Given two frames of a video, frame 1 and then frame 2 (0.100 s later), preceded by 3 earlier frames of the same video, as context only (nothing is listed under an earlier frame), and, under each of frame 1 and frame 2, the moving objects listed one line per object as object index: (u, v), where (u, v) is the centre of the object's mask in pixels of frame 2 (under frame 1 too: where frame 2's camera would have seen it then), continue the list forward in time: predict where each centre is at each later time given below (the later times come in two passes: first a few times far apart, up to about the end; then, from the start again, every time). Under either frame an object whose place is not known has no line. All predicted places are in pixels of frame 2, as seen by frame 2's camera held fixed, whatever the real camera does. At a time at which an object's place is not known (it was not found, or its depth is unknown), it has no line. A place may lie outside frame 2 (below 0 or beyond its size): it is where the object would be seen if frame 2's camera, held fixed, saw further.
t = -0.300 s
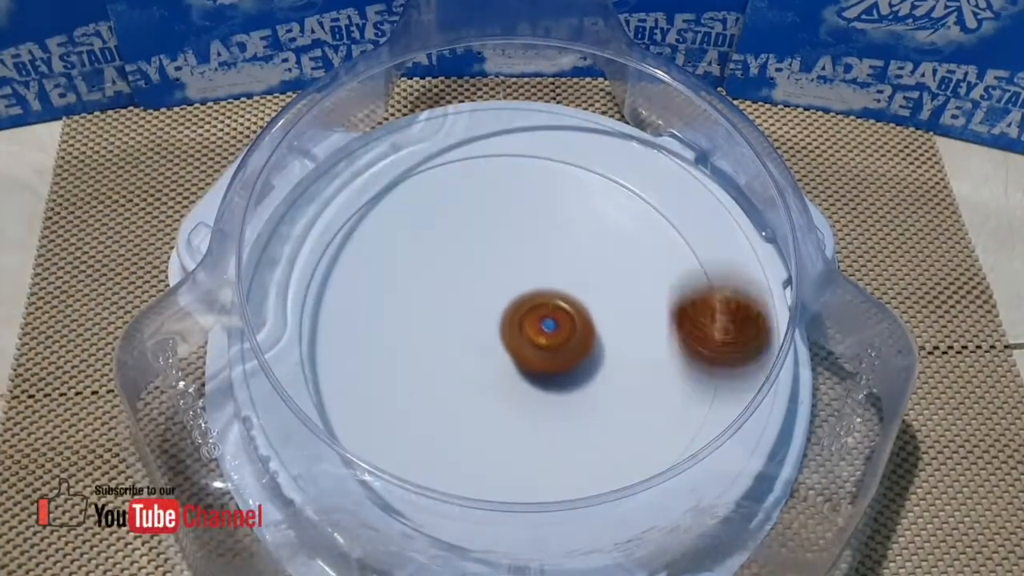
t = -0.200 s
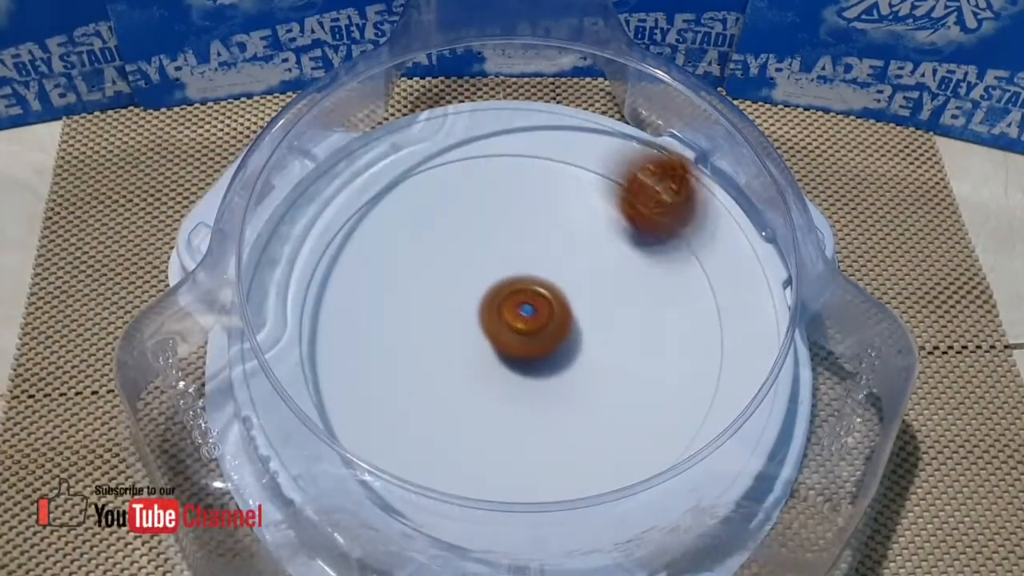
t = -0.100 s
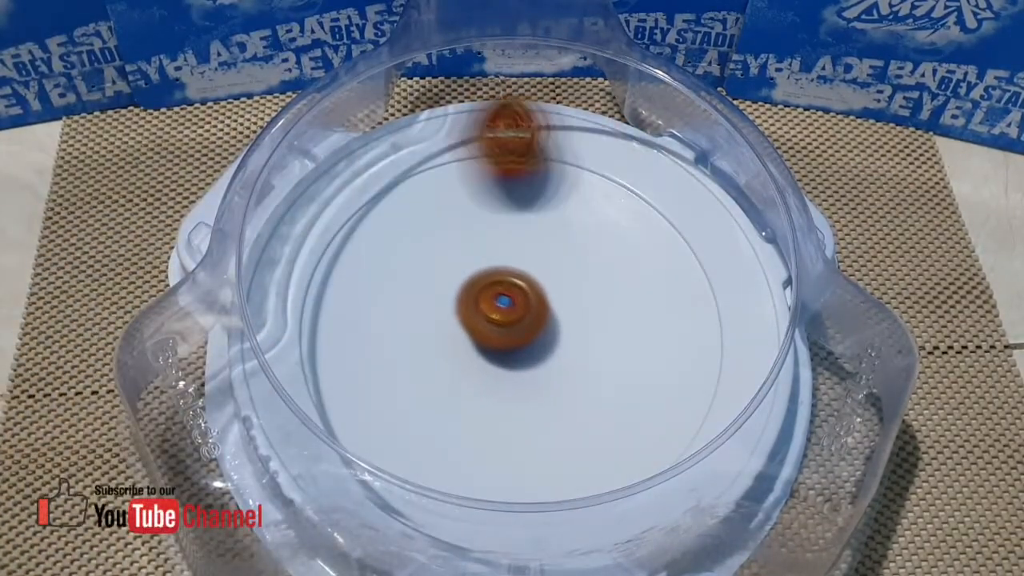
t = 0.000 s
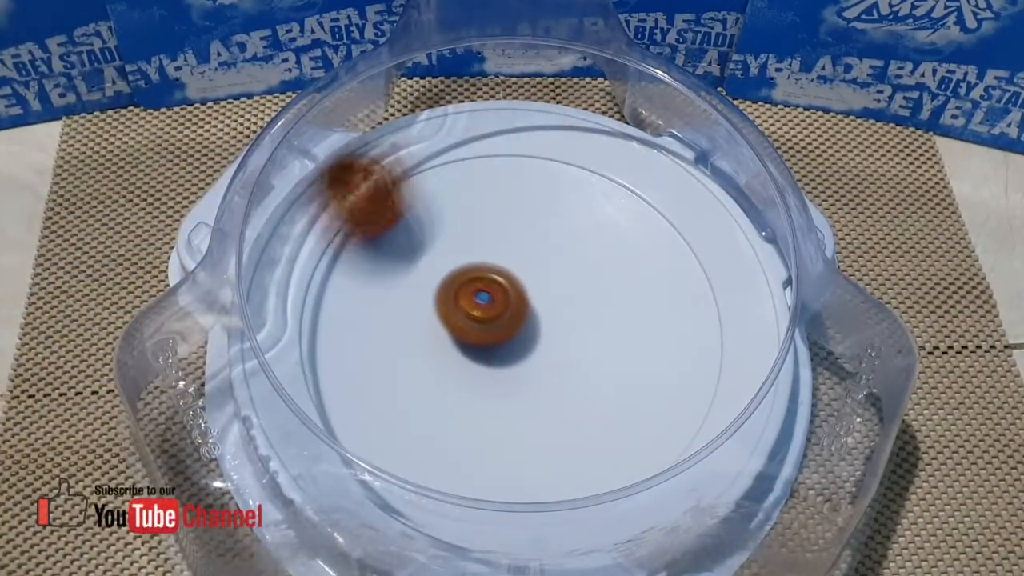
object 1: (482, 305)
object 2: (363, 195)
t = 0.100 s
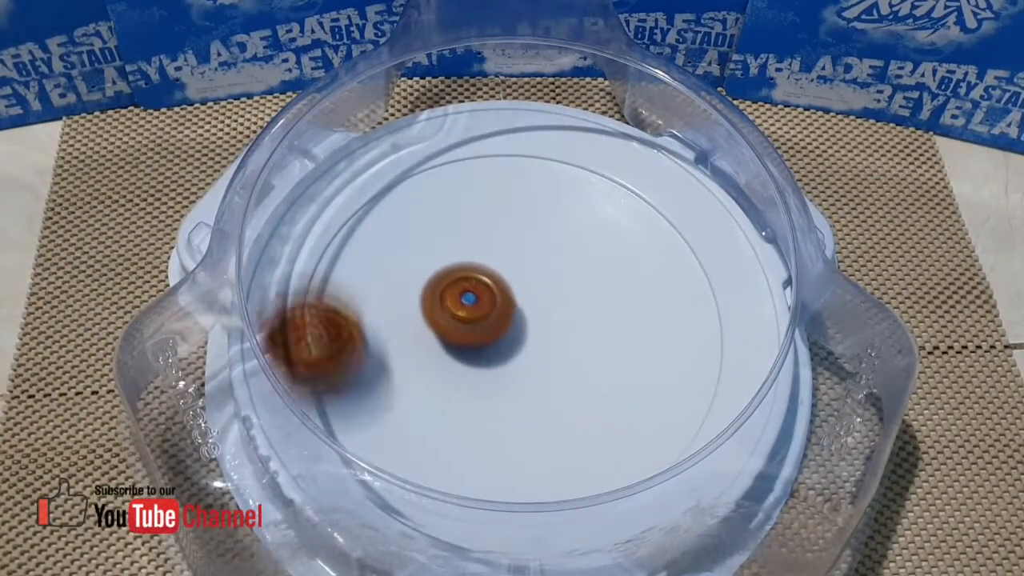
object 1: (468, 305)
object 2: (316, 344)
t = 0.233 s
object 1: (458, 307)
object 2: (491, 494)
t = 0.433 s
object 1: (459, 321)
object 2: (719, 311)
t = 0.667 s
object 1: (477, 315)
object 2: (452, 148)
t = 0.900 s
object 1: (494, 296)
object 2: (366, 422)
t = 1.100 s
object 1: (496, 288)
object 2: (675, 418)
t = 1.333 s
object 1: (506, 286)
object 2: (588, 155)
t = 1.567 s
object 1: (518, 287)
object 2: (313, 285)
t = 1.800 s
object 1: (529, 293)
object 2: (577, 486)
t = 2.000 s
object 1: (540, 301)
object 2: (707, 263)
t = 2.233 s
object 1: (545, 305)
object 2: (430, 153)
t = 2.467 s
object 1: (542, 316)
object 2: (362, 417)
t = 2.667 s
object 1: (538, 327)
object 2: (653, 438)
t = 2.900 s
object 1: (534, 337)
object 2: (641, 183)
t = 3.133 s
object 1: (524, 341)
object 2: (351, 204)
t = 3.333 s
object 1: (511, 341)
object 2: (380, 448)
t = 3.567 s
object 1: (498, 339)
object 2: (694, 399)
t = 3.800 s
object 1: (492, 333)
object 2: (604, 159)
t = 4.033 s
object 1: (488, 323)
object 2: (337, 219)
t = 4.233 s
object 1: (488, 314)
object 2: (389, 455)
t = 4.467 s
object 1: (494, 304)
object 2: (691, 403)
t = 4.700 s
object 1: (502, 294)
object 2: (627, 171)
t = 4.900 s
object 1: (508, 291)
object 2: (393, 168)
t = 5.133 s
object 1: (518, 292)
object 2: (351, 406)
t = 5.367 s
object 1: (529, 299)
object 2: (635, 466)
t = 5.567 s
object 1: (538, 304)
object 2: (709, 265)
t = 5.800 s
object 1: (541, 310)
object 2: (495, 138)
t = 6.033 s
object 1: (537, 318)
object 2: (310, 287)
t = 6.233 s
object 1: (530, 327)
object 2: (420, 473)
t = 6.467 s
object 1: (523, 336)
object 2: (683, 412)
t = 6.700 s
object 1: (514, 337)
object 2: (665, 207)
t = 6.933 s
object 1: (505, 334)
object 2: (437, 157)
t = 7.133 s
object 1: (498, 329)
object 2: (314, 304)
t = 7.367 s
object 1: (493, 321)
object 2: (488, 480)
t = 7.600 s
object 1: (495, 313)
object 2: (702, 366)
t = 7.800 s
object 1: (500, 305)
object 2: (652, 196)
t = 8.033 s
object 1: (509, 297)
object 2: (403, 174)
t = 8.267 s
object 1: (523, 300)
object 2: (568, 475)
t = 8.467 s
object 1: (537, 313)
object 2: (633, 187)
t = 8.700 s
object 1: (525, 323)
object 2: (332, 359)
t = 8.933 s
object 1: (508, 334)
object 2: (699, 328)
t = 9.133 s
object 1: (502, 322)
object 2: (431, 169)
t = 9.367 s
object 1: (502, 307)
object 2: (529, 466)
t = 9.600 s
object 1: (517, 302)
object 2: (600, 179)
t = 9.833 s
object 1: (530, 309)
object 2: (352, 385)
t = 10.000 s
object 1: (530, 316)
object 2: (638, 432)
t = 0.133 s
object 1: (464, 304)
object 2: (341, 393)
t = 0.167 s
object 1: (461, 305)
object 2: (381, 433)
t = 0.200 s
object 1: (459, 306)
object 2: (426, 477)
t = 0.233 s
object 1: (458, 307)
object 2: (491, 494)
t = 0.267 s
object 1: (456, 308)
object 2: (553, 493)
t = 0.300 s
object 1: (456, 310)
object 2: (611, 476)
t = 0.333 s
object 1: (455, 313)
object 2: (655, 438)
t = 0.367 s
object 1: (456, 316)
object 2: (694, 402)
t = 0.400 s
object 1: (457, 319)
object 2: (716, 359)
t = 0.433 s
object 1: (459, 321)
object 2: (719, 311)
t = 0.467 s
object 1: (461, 321)
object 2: (706, 264)
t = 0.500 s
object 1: (464, 322)
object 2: (682, 223)
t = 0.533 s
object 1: (466, 321)
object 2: (646, 188)
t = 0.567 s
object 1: (469, 320)
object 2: (603, 162)
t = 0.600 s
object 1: (472, 318)
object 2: (556, 147)
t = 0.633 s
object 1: (475, 317)
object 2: (503, 141)
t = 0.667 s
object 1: (477, 315)
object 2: (452, 148)
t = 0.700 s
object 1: (480, 313)
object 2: (402, 166)
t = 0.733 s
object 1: (482, 311)
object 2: (360, 195)
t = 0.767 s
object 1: (484, 308)
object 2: (330, 234)
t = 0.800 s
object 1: (487, 305)
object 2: (312, 284)
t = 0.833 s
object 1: (490, 302)
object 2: (311, 335)
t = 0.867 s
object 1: (492, 299)
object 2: (331, 382)
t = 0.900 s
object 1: (494, 296)
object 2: (366, 422)
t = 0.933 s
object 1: (495, 294)
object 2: (410, 470)
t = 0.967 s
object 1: (496, 292)
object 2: (467, 490)
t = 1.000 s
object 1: (495, 290)
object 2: (529, 494)
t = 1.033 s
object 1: (496, 289)
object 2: (588, 482)
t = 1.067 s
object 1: (495, 288)
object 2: (634, 449)
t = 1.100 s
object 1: (496, 288)
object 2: (675, 418)
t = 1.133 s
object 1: (496, 287)
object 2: (706, 381)
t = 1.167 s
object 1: (497, 287)
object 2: (718, 336)
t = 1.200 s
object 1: (498, 287)
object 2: (714, 290)
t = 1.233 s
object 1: (500, 286)
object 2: (697, 246)
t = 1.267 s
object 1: (502, 286)
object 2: (669, 208)
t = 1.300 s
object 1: (503, 286)
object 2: (631, 176)
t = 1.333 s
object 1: (506, 286)
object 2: (588, 155)
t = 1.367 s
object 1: (508, 286)
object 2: (539, 141)
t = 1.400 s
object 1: (510, 285)
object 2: (490, 137)
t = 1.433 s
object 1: (511, 285)
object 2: (440, 146)
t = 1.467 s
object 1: (513, 285)
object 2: (394, 168)
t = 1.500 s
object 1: (515, 286)
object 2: (356, 197)
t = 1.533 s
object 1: (517, 286)
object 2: (327, 237)
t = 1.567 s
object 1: (518, 287)
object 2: (313, 285)
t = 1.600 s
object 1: (520, 287)
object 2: (312, 334)
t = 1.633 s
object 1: (521, 287)
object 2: (330, 381)
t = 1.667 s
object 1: (523, 288)
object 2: (364, 418)
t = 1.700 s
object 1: (524, 289)
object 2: (403, 462)
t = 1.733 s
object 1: (525, 290)
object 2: (461, 486)
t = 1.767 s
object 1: (527, 292)
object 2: (520, 493)
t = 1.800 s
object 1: (529, 293)
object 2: (577, 486)
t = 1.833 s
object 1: (531, 295)
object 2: (623, 454)
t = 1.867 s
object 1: (533, 296)
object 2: (668, 426)
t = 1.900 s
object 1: (535, 298)
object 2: (701, 391)
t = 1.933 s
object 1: (536, 299)
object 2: (718, 349)
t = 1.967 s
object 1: (538, 300)
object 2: (719, 305)
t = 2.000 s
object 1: (540, 301)
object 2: (707, 263)
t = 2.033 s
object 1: (541, 301)
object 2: (684, 224)
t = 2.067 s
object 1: (542, 301)
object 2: (654, 191)
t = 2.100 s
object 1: (543, 301)
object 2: (615, 163)
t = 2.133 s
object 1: (545, 302)
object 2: (571, 146)
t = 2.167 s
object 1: (545, 303)
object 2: (524, 138)
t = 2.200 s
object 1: (545, 304)
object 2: (475, 140)
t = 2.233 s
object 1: (545, 305)
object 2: (430, 153)
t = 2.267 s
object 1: (545, 306)
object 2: (386, 175)
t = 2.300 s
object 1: (544, 308)
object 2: (352, 207)
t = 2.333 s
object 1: (544, 309)
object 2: (326, 245)
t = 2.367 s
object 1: (544, 311)
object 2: (313, 290)
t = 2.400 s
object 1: (543, 312)
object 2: (314, 339)
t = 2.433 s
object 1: (543, 314)
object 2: (333, 383)
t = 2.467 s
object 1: (542, 316)
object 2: (362, 417)
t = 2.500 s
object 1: (542, 318)
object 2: (402, 462)
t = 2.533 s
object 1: (541, 320)
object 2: (454, 484)
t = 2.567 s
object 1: (540, 322)
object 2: (507, 495)
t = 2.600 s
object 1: (539, 324)
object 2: (564, 492)
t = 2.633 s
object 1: (539, 326)
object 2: (617, 474)
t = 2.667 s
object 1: (538, 327)
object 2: (653, 438)
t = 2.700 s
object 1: (537, 329)
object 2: (688, 407)
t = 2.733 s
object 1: (537, 330)
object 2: (714, 371)
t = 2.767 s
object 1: (536, 332)
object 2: (722, 329)
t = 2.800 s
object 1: (536, 333)
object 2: (716, 285)
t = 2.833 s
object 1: (535, 335)
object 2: (700, 246)
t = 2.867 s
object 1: (534, 335)
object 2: (674, 212)
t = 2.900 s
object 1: (534, 337)
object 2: (641, 183)
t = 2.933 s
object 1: (532, 337)
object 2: (602, 160)
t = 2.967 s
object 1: (532, 338)
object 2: (558, 145)
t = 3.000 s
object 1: (530, 339)
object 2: (513, 139)
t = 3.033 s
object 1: (529, 340)
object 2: (467, 143)
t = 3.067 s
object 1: (527, 341)
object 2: (424, 156)
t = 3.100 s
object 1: (525, 341)
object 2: (384, 176)
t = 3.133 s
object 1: (524, 341)
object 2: (351, 204)
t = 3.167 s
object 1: (521, 341)
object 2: (325, 240)
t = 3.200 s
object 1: (520, 341)
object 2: (311, 281)
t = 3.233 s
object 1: (517, 341)
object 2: (310, 326)
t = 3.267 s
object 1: (515, 341)
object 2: (322, 369)
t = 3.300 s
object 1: (514, 341)
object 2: (348, 404)
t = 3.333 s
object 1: (511, 341)
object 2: (380, 448)
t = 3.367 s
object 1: (509, 341)
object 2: (423, 477)
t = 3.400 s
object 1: (507, 341)
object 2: (477, 493)
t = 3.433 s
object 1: (505, 341)
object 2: (530, 495)
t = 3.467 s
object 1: (503, 341)
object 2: (582, 486)
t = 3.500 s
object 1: (502, 340)
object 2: (631, 466)
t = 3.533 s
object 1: (500, 340)
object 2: (662, 431)
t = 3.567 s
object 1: (498, 339)
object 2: (694, 399)
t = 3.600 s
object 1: (497, 338)
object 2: (716, 360)
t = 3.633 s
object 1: (496, 338)
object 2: (719, 321)
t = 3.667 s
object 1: (495, 337)
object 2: (713, 281)
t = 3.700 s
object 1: (494, 336)
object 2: (696, 244)
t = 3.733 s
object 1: (493, 335)
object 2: (671, 209)
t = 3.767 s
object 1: (493, 334)
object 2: (640, 181)
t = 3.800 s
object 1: (492, 333)
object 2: (604, 159)
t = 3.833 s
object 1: (491, 332)
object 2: (564, 146)
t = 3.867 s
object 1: (491, 331)
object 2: (522, 140)
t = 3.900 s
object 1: (490, 330)
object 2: (480, 140)
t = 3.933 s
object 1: (489, 328)
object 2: (438, 147)
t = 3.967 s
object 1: (489, 326)
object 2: (400, 165)
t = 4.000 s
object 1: (488, 324)
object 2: (365, 189)
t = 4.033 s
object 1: (488, 323)
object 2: (337, 219)
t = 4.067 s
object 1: (487, 322)
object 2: (318, 255)
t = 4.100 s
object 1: (488, 320)
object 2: (309, 297)
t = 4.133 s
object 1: (488, 319)
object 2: (311, 341)
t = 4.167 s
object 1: (488, 317)
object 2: (329, 380)
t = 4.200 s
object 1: (488, 316)
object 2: (355, 419)
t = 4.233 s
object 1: (488, 314)
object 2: (389, 455)
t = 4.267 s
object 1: (488, 312)
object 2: (432, 481)
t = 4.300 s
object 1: (489, 311)
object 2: (485, 492)
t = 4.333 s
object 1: (490, 309)
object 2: (534, 494)
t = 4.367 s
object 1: (491, 308)
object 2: (584, 485)
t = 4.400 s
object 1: (492, 306)
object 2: (627, 465)
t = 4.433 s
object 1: (493, 305)
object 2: (660, 432)
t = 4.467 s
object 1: (494, 304)
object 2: (691, 403)
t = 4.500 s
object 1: (495, 302)
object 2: (713, 372)
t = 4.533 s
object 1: (496, 300)
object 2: (721, 334)
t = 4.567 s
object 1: (497, 299)
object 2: (718, 294)
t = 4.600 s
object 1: (498, 297)
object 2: (707, 259)
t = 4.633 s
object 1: (499, 296)
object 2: (687, 225)
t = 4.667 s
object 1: (500, 294)
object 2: (660, 196)
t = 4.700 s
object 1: (502, 294)
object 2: (627, 171)
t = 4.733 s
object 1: (503, 293)
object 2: (590, 151)
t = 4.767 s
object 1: (504, 292)
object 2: (553, 142)
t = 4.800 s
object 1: (505, 292)
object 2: (512, 137)
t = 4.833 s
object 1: (505, 292)
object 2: (470, 140)
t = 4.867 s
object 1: (507, 291)
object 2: (430, 151)
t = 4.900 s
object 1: (508, 291)
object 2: (393, 168)
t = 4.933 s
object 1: (509, 291)
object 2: (361, 193)
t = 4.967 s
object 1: (510, 291)
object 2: (335, 224)
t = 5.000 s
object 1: (512, 291)
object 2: (319, 260)
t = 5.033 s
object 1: (513, 291)
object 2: (310, 299)
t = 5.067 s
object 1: (515, 291)
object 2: (312, 339)
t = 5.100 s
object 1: (516, 291)
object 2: (326, 374)
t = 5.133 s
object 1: (518, 292)
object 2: (351, 406)
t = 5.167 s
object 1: (519, 293)
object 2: (378, 444)
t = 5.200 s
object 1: (521, 293)
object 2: (415, 469)
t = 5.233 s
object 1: (523, 294)
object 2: (460, 487)
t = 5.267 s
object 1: (524, 295)
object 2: (506, 496)
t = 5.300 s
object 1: (526, 296)
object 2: (551, 495)
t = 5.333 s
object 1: (527, 298)
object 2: (591, 485)
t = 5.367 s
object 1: (529, 299)
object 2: (635, 466)
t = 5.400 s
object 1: (531, 300)
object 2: (666, 441)
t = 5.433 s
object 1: (532, 301)
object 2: (689, 405)
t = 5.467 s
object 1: (534, 303)
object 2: (711, 375)
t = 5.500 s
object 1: (536, 304)
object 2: (721, 339)
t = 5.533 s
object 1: (537, 304)
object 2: (719, 303)
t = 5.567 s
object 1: (538, 304)
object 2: (709, 265)
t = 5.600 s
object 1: (540, 305)
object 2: (692, 233)
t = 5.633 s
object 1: (540, 305)
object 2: (668, 204)
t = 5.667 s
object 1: (541, 306)
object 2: (639, 179)
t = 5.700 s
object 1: (542, 307)
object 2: (607, 161)
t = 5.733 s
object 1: (542, 307)
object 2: (571, 148)
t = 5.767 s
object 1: (542, 308)
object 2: (534, 139)
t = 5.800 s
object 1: (541, 310)
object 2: (495, 138)
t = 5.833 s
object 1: (541, 310)
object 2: (458, 144)
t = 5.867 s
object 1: (541, 312)
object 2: (422, 156)
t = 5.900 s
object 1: (540, 313)
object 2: (387, 172)
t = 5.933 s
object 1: (539, 314)
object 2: (358, 194)
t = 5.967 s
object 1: (539, 315)
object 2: (335, 221)
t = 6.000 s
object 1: (538, 317)
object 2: (320, 252)
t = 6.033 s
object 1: (537, 318)
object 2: (310, 287)
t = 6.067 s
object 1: (536, 319)
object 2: (310, 323)
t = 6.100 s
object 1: (535, 321)
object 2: (318, 357)
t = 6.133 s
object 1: (534, 322)
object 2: (336, 388)
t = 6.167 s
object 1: (533, 324)
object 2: (360, 415)
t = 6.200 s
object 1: (531, 326)
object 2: (385, 451)
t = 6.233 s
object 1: (530, 327)
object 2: (420, 473)
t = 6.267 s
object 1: (529, 329)
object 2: (462, 488)
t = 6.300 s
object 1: (528, 330)
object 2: (505, 496)
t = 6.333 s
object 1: (527, 331)
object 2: (548, 493)
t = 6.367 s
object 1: (526, 333)
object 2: (591, 483)
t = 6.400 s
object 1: (524, 334)
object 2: (629, 464)
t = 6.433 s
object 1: (524, 334)
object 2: (662, 443)
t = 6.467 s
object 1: (523, 336)
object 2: (683, 412)
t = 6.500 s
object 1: (522, 336)
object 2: (704, 385)
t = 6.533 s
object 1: (521, 336)
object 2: (717, 354)
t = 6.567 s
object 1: (520, 337)
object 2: (719, 323)
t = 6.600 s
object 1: (518, 337)
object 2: (714, 291)
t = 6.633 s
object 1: (517, 337)
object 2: (703, 259)
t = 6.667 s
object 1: (516, 337)
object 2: (687, 232)
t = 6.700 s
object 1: (514, 337)
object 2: (665, 207)
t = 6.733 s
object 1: (513, 337)
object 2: (638, 184)
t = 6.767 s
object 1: (511, 337)
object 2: (608, 167)
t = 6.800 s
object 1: (509, 337)
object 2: (576, 154)
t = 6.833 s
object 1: (508, 336)
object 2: (541, 147)
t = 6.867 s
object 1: (507, 335)
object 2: (506, 144)
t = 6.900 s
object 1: (506, 335)
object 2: (472, 148)
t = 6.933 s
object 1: (505, 334)
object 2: (437, 157)
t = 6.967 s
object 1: (503, 333)
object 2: (405, 170)
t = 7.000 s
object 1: (502, 332)
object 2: (377, 189)
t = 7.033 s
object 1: (501, 331)
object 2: (352, 213)
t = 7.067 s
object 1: (500, 331)
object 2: (333, 240)
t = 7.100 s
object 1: (498, 329)
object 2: (320, 271)
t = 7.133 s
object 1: (498, 329)
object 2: (314, 304)
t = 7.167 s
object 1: (497, 328)
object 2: (318, 340)
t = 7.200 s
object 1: (495, 326)
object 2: (330, 372)
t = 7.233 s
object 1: (495, 326)
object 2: (352, 400)
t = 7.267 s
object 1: (494, 324)
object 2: (380, 425)
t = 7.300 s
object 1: (494, 323)
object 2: (413, 446)
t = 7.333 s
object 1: (494, 322)
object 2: (449, 470)
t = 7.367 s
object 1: (493, 321)
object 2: (488, 480)
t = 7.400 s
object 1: (493, 319)
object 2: (529, 482)
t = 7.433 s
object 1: (493, 318)
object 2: (569, 476)
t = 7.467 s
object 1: (493, 317)
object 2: (606, 464)
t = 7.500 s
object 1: (494, 316)
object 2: (636, 440)
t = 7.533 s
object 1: (494, 315)
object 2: (665, 419)
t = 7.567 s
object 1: (495, 314)
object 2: (688, 395)
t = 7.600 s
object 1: (495, 313)
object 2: (702, 366)
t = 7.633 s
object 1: (496, 311)
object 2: (709, 336)
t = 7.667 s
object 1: (497, 310)
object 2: (710, 305)
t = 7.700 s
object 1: (498, 309)
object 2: (703, 275)
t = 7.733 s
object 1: (498, 307)
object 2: (691, 247)
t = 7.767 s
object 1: (499, 306)
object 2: (674, 219)
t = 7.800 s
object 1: (500, 305)
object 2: (652, 196)
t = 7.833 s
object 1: (501, 303)
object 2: (627, 177)
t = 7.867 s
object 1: (502, 302)
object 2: (598, 162)
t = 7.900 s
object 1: (503, 302)
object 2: (565, 149)
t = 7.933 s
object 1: (504, 300)
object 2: (532, 144)
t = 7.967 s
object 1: (506, 300)
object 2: (498, 143)
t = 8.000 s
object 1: (508, 298)
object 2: (431, 159)
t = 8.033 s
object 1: (509, 297)
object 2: (403, 174)
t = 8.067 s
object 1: (511, 295)
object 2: (354, 218)
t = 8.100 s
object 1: (514, 295)
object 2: (328, 278)
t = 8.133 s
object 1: (515, 294)
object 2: (329, 345)
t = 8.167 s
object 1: (517, 295)
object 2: (362, 405)
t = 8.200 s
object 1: (519, 296)
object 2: (420, 448)
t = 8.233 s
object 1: (521, 298)
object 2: (492, 479)
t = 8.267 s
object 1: (523, 300)
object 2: (568, 475)
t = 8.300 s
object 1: (526, 302)
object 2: (635, 442)
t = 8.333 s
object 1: (528, 305)
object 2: (685, 402)
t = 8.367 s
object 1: (531, 308)
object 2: (710, 344)
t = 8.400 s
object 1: (534, 310)
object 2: (706, 285)
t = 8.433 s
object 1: (536, 312)
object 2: (679, 231)
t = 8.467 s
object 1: (537, 313)
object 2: (633, 187)
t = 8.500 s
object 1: (538, 314)
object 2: (574, 160)
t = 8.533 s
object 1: (537, 315)
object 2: (509, 153)
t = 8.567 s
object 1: (536, 316)
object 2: (446, 163)
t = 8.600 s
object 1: (535, 317)
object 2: (388, 193)
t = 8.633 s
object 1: (532, 318)
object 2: (346, 238)
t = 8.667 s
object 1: (529, 321)
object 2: (326, 295)
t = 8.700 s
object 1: (525, 323)
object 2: (332, 359)
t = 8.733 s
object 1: (522, 325)
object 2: (371, 413)
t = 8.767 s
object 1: (519, 327)
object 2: (427, 457)
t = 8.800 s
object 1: (516, 330)
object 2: (502, 467)
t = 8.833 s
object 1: (513, 332)
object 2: (574, 461)
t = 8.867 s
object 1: (511, 333)
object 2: (639, 433)
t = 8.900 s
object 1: (509, 334)
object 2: (683, 386)
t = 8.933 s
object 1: (508, 334)
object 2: (699, 328)
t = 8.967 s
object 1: (507, 334)
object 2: (690, 273)
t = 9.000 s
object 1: (506, 333)
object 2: (660, 220)
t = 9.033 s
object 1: (506, 330)
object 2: (614, 182)
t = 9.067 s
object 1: (504, 328)
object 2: (555, 158)
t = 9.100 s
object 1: (503, 325)
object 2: (492, 153)
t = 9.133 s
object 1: (502, 322)
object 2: (431, 169)
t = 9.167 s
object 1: (502, 320)
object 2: (380, 203)
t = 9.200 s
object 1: (501, 317)
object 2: (343, 255)
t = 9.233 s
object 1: (501, 315)
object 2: (332, 314)
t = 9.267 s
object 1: (501, 313)
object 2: (349, 377)
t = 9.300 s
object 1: (501, 311)
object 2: (394, 425)
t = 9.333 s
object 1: (501, 309)
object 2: (459, 458)
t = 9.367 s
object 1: (502, 307)
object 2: (529, 466)
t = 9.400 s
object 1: (503, 306)
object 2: (598, 453)
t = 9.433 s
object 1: (504, 305)
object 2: (657, 421)
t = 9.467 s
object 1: (506, 304)
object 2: (692, 372)
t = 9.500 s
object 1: (509, 303)
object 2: (702, 316)
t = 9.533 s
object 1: (511, 302)
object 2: (686, 259)
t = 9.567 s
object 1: (514, 302)
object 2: (651, 213)
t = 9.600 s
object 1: (517, 302)
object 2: (600, 179)
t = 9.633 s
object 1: (519, 302)
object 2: (539, 160)
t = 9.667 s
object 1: (521, 303)
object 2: (477, 161)
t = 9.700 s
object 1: (523, 304)
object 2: (419, 181)
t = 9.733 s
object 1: (525, 304)
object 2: (372, 217)
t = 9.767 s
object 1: (527, 306)
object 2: (339, 266)
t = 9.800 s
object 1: (529, 308)
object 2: (332, 325)
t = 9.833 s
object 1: (530, 309)
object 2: (352, 385)
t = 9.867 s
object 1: (531, 310)
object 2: (393, 426)
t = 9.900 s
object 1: (532, 312)
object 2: (452, 462)
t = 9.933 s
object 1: (532, 313)
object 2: (518, 466)
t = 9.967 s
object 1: (532, 314)
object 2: (582, 457)
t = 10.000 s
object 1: (530, 316)
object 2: (638, 432)
